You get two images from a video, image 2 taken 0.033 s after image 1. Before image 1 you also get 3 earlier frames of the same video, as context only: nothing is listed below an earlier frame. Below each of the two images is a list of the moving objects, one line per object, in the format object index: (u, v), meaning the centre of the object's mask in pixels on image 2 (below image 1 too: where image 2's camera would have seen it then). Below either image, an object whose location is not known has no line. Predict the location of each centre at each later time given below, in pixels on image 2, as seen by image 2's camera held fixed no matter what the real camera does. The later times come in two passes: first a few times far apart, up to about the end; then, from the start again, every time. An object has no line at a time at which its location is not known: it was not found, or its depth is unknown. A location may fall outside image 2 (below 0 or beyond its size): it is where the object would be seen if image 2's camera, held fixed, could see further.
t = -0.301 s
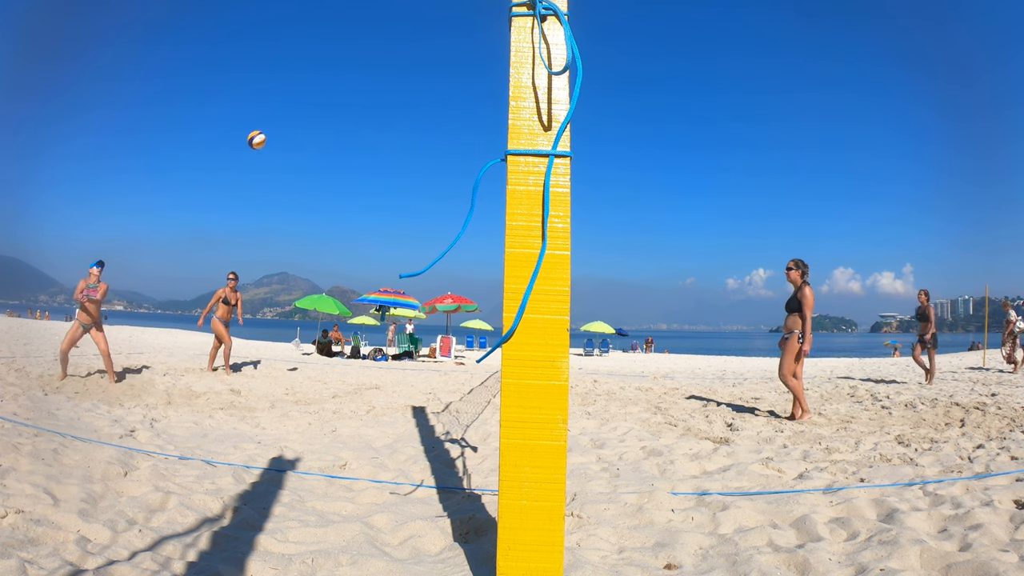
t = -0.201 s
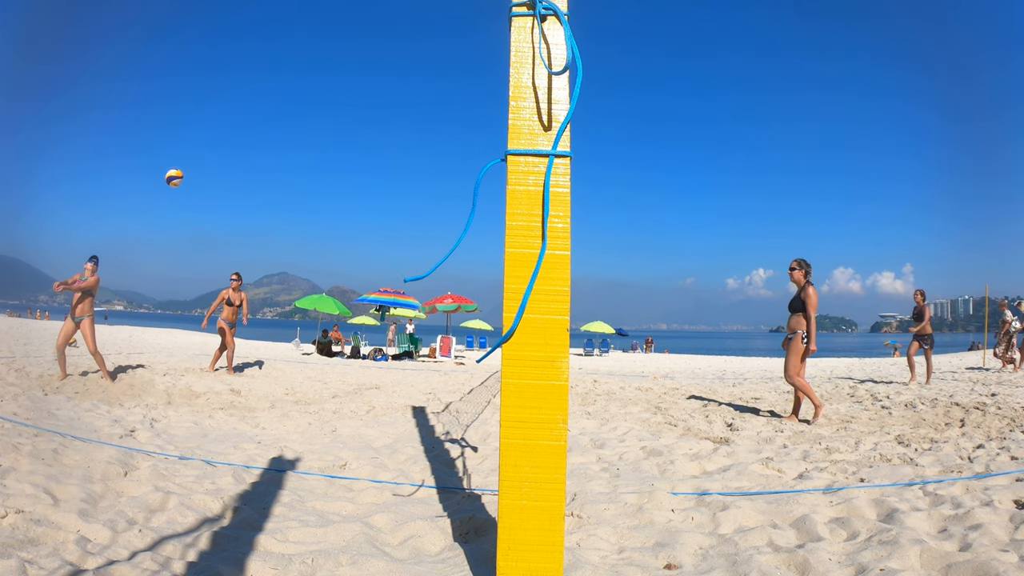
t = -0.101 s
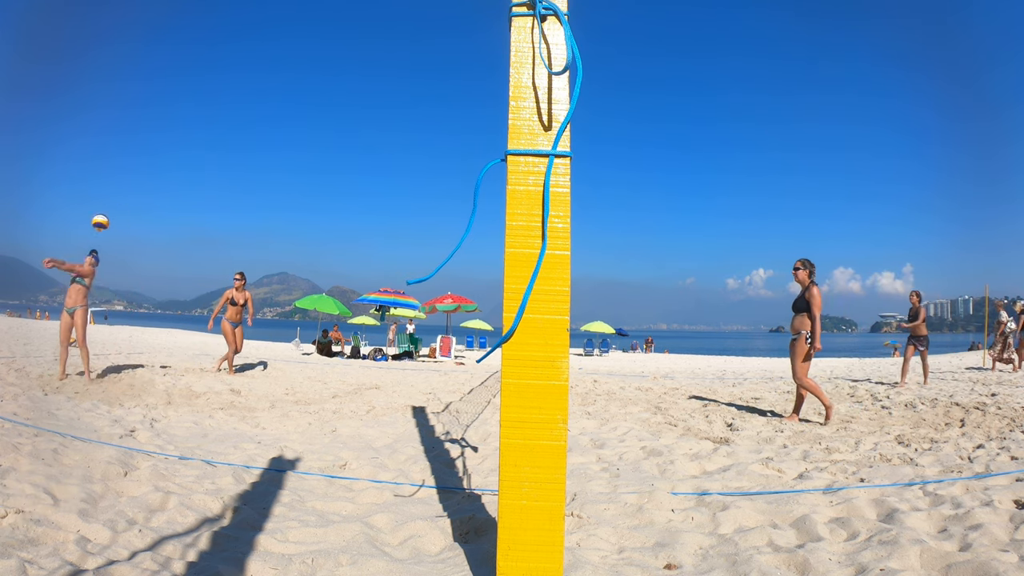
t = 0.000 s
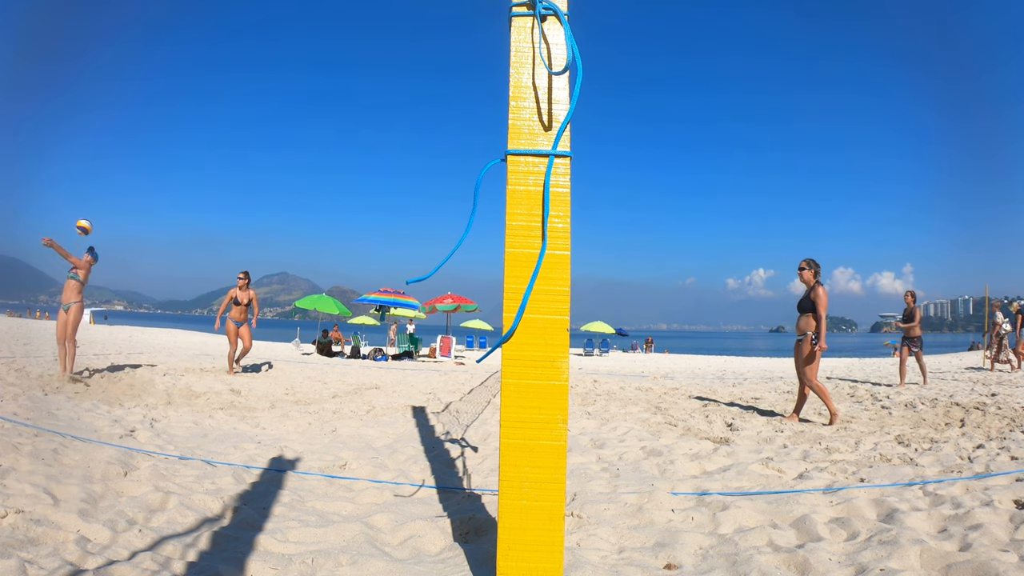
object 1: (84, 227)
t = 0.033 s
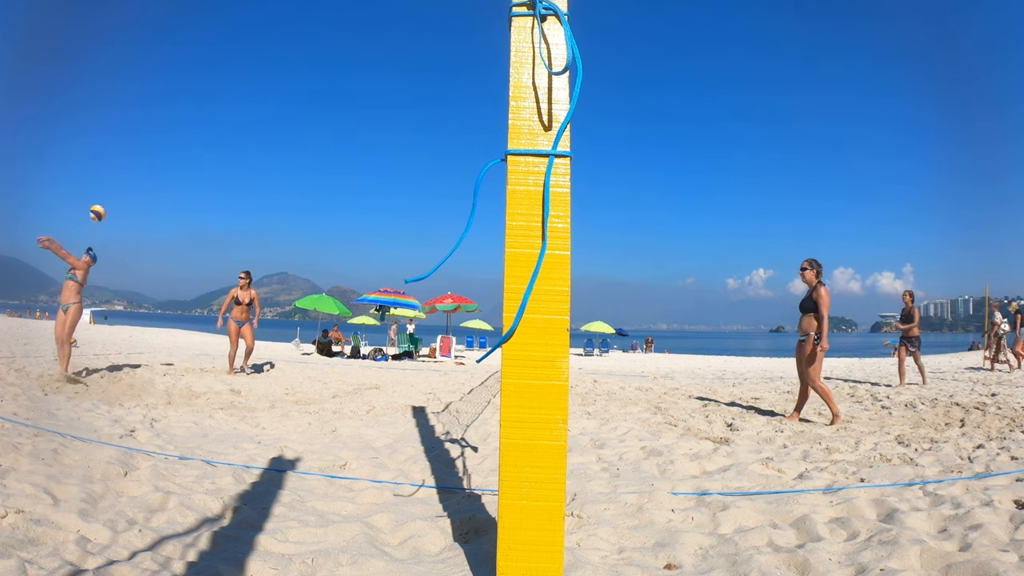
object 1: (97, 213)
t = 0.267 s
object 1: (188, 143)
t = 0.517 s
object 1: (269, 122)
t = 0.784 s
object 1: (338, 149)
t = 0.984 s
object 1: (379, 198)
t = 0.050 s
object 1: (104, 206)
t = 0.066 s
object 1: (111, 200)
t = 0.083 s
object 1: (117, 193)
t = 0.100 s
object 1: (124, 188)
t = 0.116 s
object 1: (131, 182)
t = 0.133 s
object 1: (138, 176)
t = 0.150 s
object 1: (144, 171)
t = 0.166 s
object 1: (151, 166)
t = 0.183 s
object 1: (157, 162)
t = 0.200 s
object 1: (163, 157)
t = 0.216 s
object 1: (170, 153)
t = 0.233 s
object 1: (176, 149)
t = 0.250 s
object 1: (182, 146)
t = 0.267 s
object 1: (188, 143)
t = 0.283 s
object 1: (194, 139)
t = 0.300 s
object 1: (200, 137)
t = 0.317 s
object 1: (206, 134)
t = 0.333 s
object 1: (212, 132)
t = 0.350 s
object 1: (217, 130)
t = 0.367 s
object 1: (223, 128)
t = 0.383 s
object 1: (228, 126)
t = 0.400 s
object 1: (233, 125)
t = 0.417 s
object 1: (239, 124)
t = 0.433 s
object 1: (244, 122)
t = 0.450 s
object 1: (249, 122)
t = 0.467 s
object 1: (255, 121)
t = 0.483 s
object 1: (260, 121)
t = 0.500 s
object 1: (264, 121)
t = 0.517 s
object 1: (269, 122)
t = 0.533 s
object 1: (274, 122)
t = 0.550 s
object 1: (279, 122)
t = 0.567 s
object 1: (284, 122)
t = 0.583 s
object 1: (288, 123)
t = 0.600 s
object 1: (293, 125)
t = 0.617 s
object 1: (297, 126)
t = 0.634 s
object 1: (302, 127)
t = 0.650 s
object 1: (306, 129)
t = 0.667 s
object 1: (310, 131)
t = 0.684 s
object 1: (314, 133)
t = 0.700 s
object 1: (318, 135)
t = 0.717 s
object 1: (323, 137)
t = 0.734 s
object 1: (326, 140)
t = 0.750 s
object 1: (330, 143)
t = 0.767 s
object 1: (334, 145)
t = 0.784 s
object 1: (338, 149)
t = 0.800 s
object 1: (341, 152)
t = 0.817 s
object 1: (345, 155)
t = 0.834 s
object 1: (349, 159)
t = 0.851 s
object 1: (352, 163)
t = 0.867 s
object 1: (356, 166)
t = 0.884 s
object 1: (359, 170)
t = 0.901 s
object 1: (363, 174)
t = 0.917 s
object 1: (366, 179)
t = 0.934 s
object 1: (369, 184)
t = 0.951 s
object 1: (373, 188)
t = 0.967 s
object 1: (376, 193)
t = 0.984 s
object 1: (379, 198)
